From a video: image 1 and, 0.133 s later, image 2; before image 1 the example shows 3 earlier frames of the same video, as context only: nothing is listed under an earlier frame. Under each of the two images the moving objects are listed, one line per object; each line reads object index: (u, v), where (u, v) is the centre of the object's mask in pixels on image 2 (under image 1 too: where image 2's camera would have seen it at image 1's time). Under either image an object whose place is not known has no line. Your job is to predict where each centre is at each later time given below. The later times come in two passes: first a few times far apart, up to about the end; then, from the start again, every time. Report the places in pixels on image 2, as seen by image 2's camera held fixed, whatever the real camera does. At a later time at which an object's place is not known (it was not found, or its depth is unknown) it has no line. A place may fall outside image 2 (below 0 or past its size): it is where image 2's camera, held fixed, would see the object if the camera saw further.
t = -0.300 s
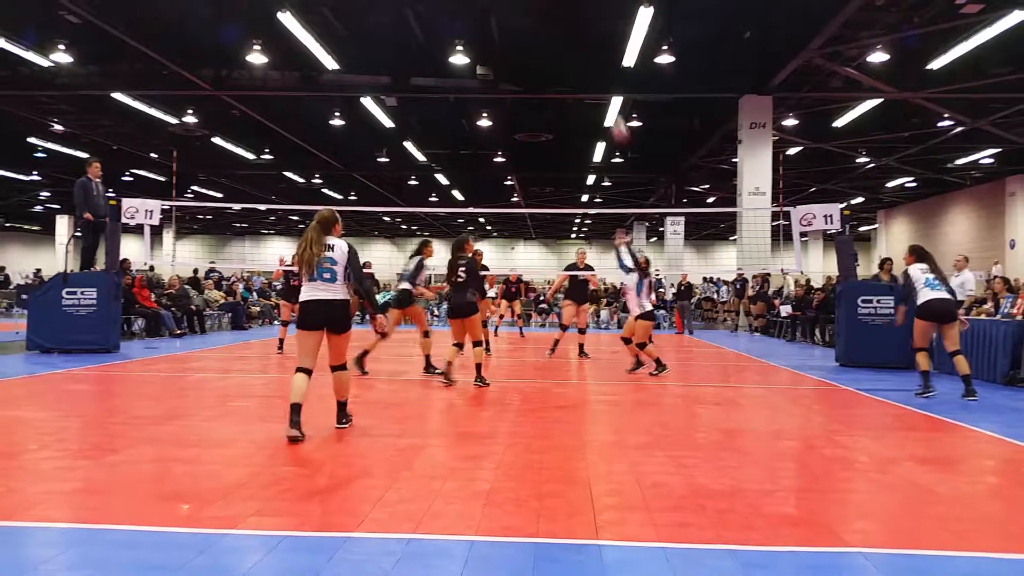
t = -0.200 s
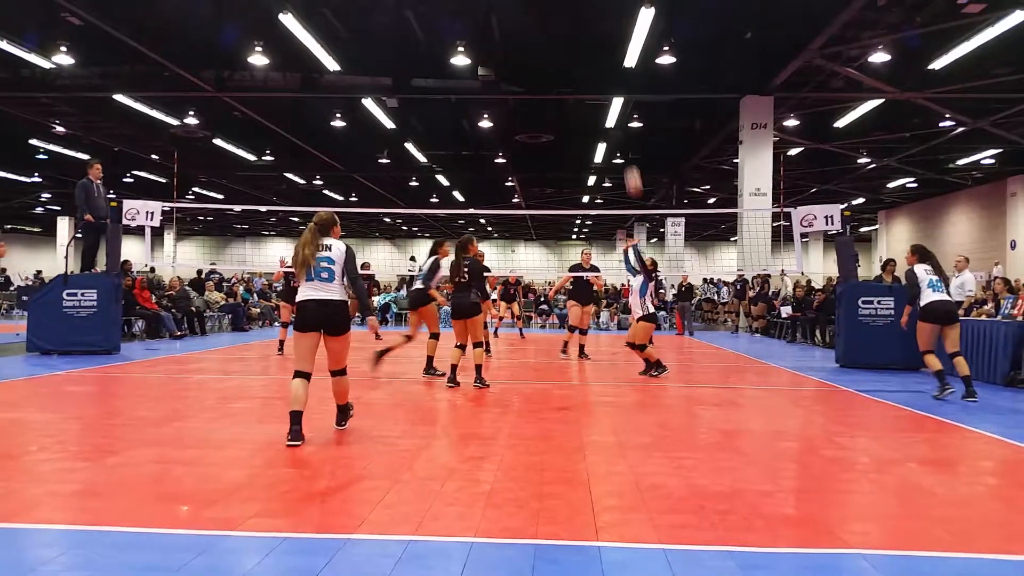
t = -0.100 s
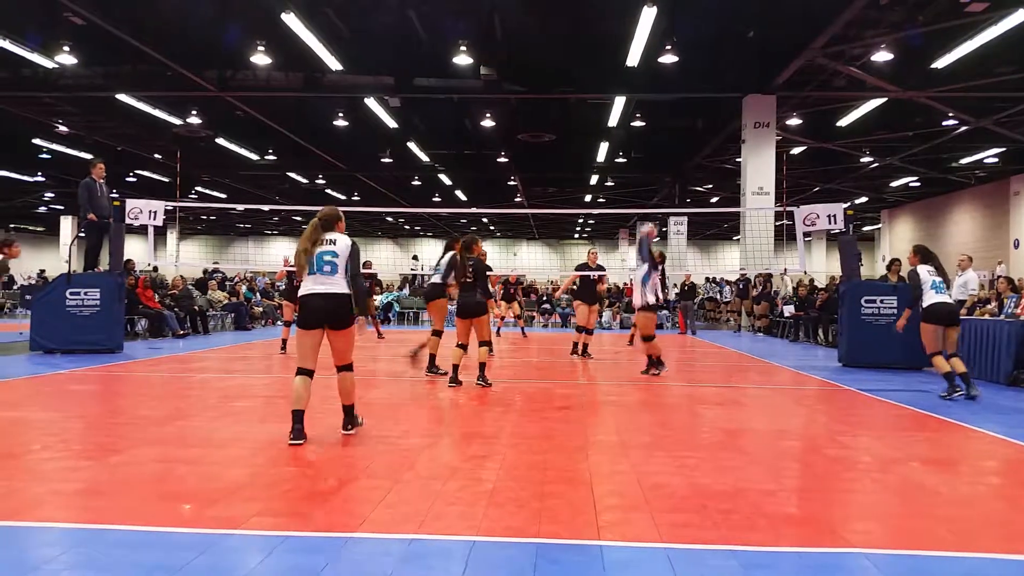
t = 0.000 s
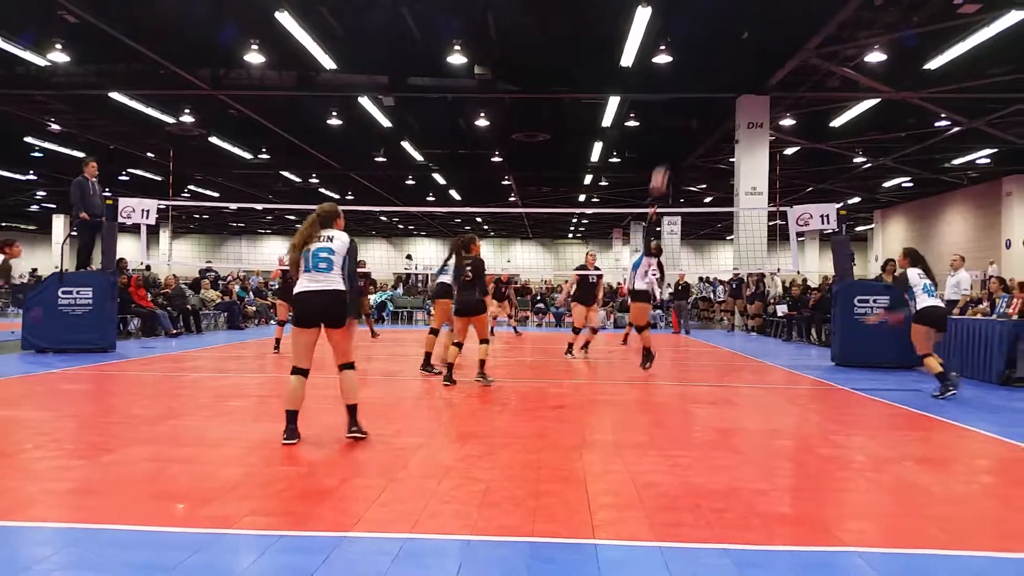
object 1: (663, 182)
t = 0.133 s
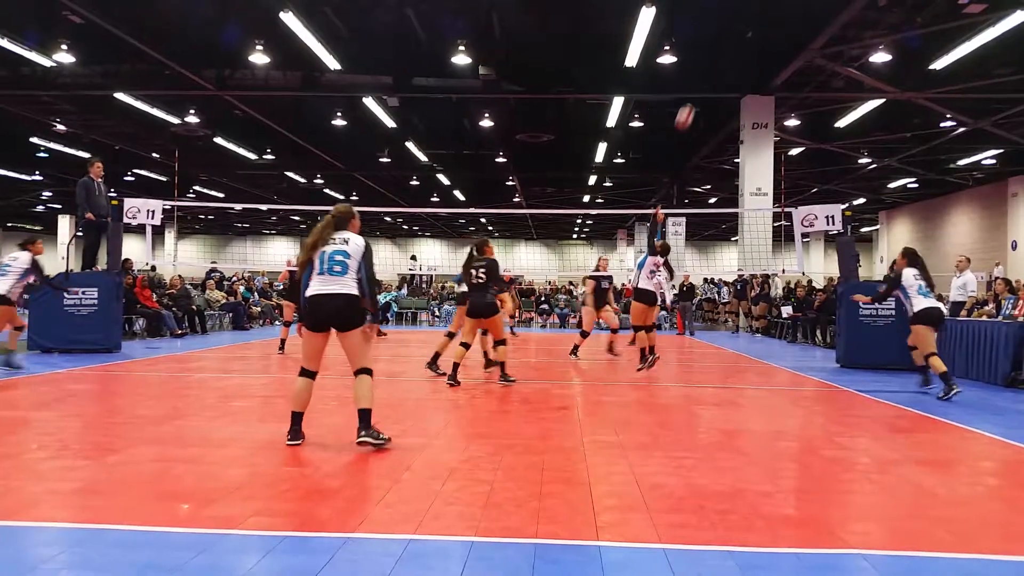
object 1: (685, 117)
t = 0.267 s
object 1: (706, 67)
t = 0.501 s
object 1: (740, 15)
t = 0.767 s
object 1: (777, 9)
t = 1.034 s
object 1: (813, 57)
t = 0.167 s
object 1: (690, 103)
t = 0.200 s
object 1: (695, 90)
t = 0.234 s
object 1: (700, 78)
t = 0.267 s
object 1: (706, 67)
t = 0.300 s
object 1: (711, 57)
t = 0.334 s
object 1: (716, 48)
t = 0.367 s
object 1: (721, 40)
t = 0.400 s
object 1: (726, 32)
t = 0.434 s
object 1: (730, 25)
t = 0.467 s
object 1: (735, 20)
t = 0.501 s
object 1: (740, 15)
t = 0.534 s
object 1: (745, 11)
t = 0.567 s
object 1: (749, 9)
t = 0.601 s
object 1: (754, 7)
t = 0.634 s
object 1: (760, 6)
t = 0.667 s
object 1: (765, 6)
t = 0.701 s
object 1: (769, 6)
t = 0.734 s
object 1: (773, 7)
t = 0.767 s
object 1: (777, 9)
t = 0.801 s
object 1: (782, 12)
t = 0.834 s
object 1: (787, 16)
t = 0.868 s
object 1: (791, 21)
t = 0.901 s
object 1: (796, 27)
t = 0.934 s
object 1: (800, 33)
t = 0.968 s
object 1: (805, 39)
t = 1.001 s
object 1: (809, 48)
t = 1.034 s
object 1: (813, 57)
